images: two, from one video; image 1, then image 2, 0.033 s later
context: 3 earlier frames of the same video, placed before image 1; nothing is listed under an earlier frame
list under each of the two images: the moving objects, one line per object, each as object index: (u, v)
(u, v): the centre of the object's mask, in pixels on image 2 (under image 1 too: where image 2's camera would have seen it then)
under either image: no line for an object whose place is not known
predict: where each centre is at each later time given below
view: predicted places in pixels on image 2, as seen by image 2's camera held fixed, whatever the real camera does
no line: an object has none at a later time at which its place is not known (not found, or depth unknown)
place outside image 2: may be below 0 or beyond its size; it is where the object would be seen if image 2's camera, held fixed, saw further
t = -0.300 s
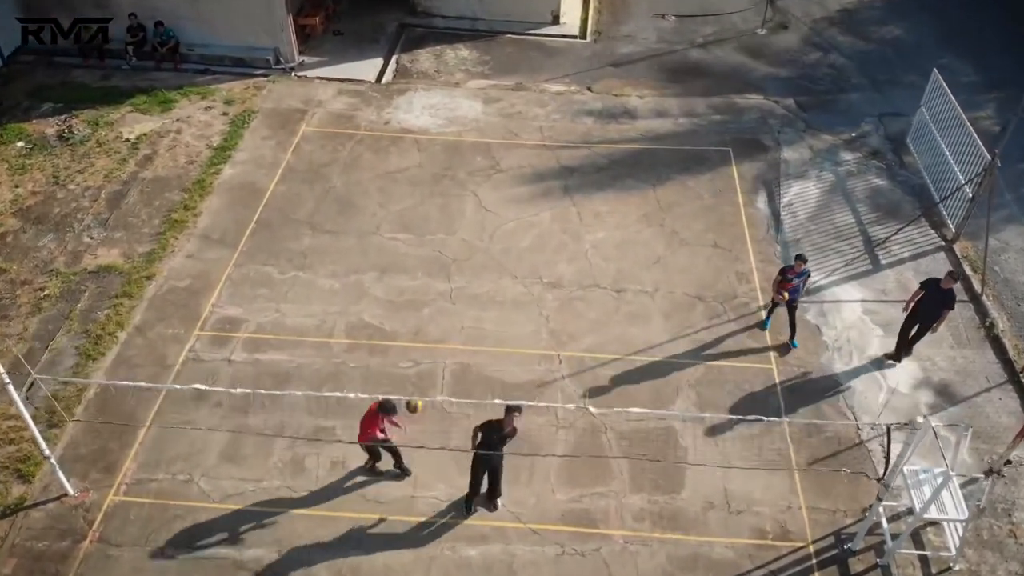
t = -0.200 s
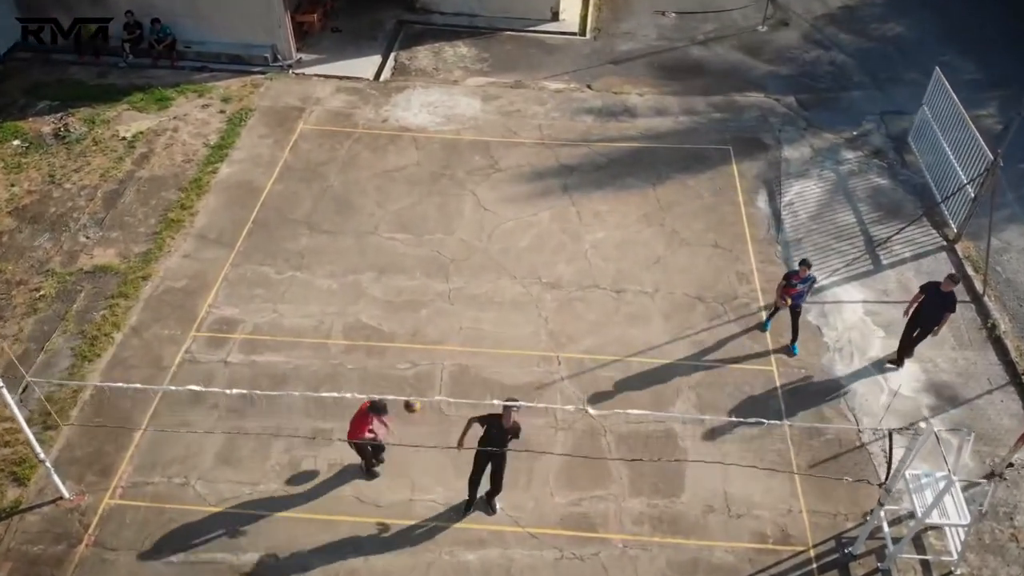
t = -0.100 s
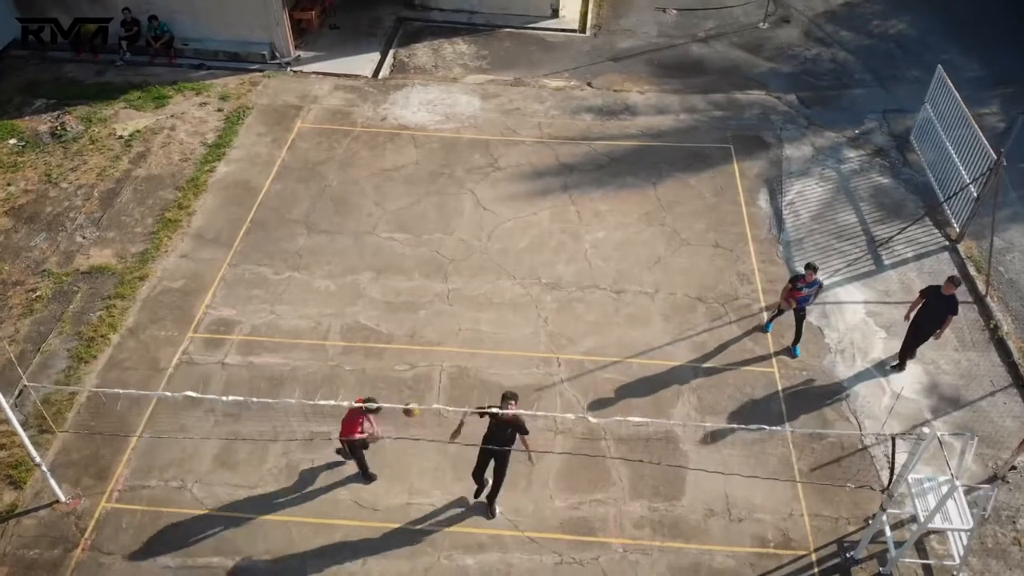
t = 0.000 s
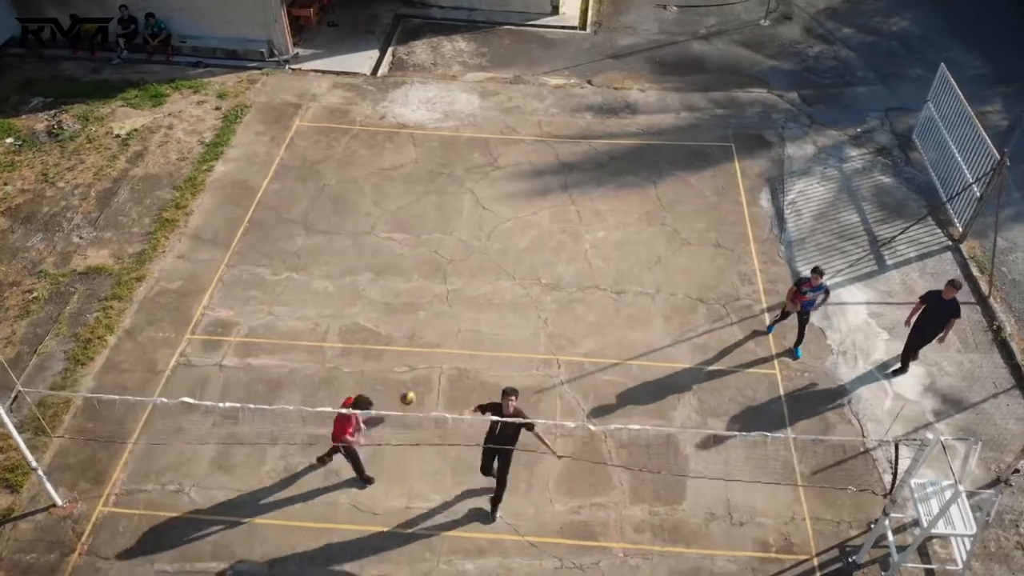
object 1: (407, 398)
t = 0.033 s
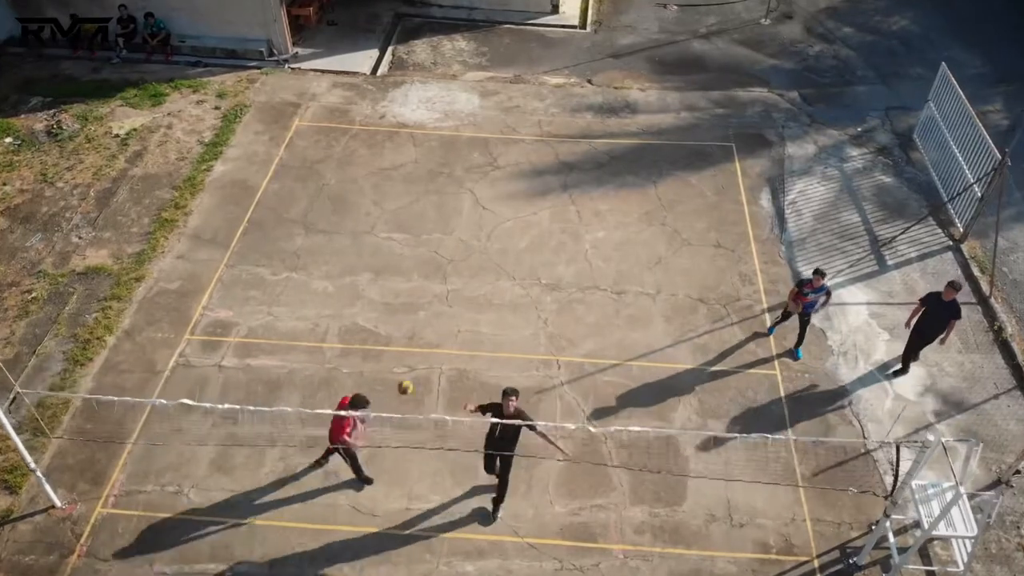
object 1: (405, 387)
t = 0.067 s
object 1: (403, 378)
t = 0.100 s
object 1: (401, 367)
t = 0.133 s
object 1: (399, 359)
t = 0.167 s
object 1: (398, 350)
